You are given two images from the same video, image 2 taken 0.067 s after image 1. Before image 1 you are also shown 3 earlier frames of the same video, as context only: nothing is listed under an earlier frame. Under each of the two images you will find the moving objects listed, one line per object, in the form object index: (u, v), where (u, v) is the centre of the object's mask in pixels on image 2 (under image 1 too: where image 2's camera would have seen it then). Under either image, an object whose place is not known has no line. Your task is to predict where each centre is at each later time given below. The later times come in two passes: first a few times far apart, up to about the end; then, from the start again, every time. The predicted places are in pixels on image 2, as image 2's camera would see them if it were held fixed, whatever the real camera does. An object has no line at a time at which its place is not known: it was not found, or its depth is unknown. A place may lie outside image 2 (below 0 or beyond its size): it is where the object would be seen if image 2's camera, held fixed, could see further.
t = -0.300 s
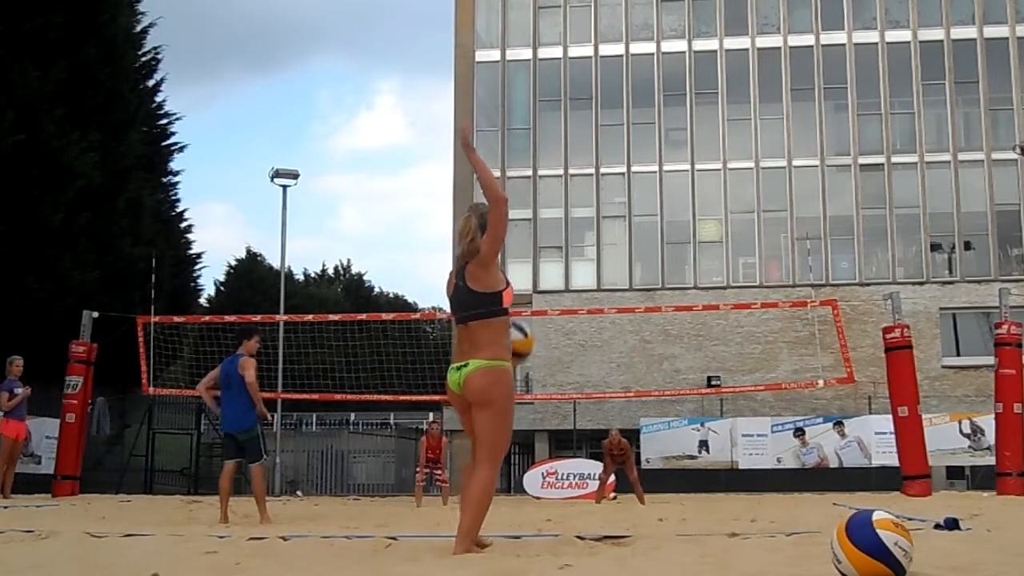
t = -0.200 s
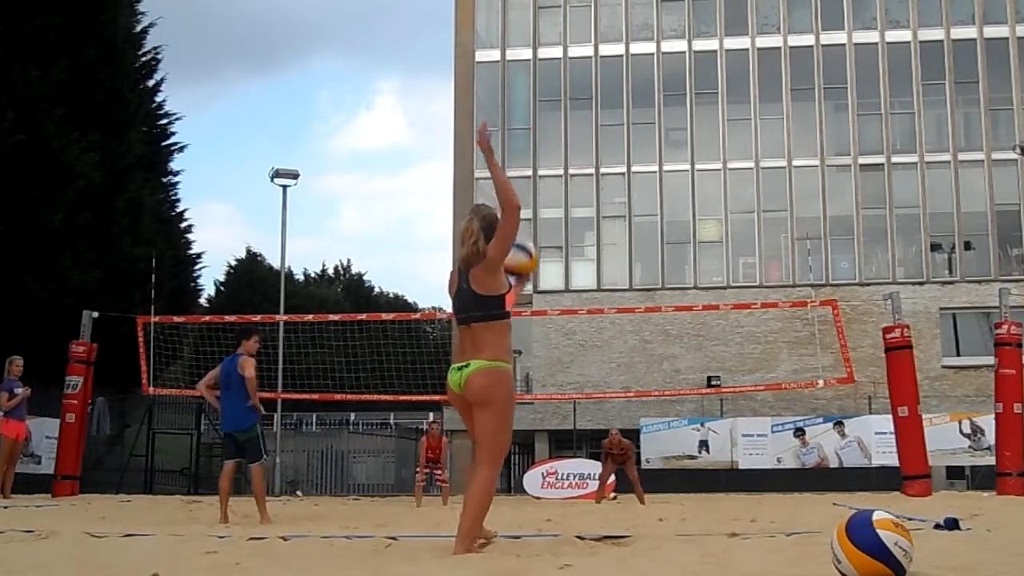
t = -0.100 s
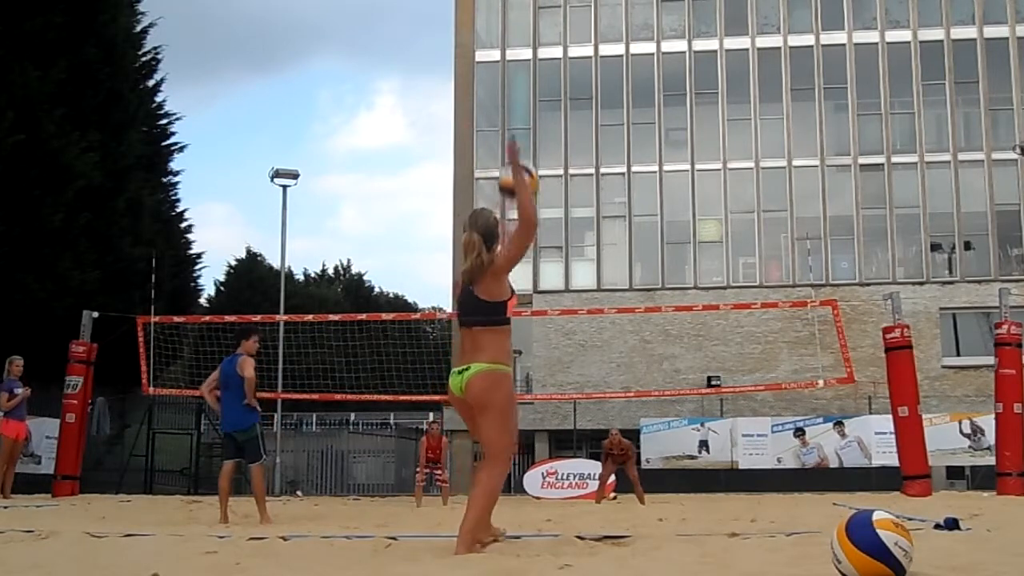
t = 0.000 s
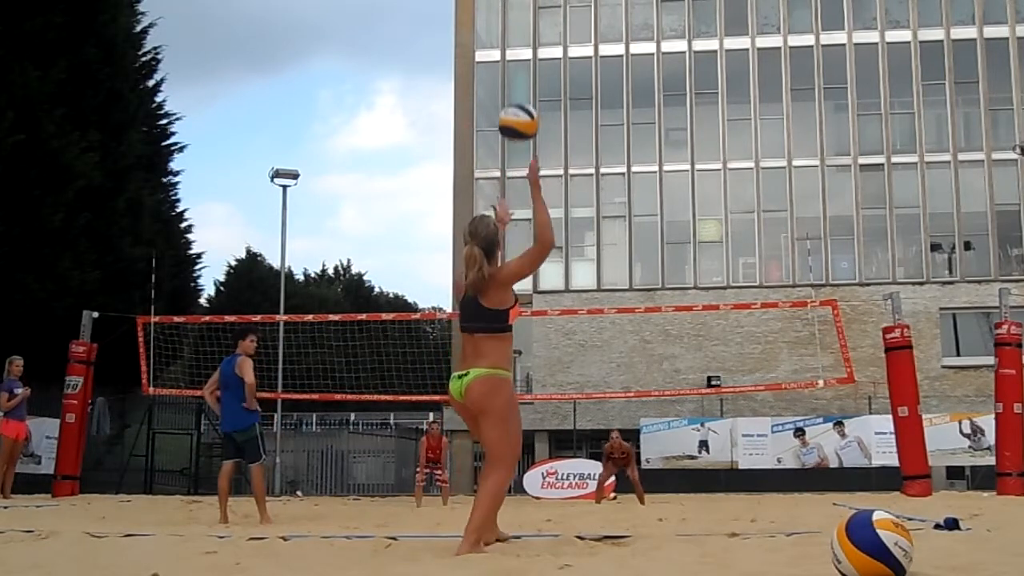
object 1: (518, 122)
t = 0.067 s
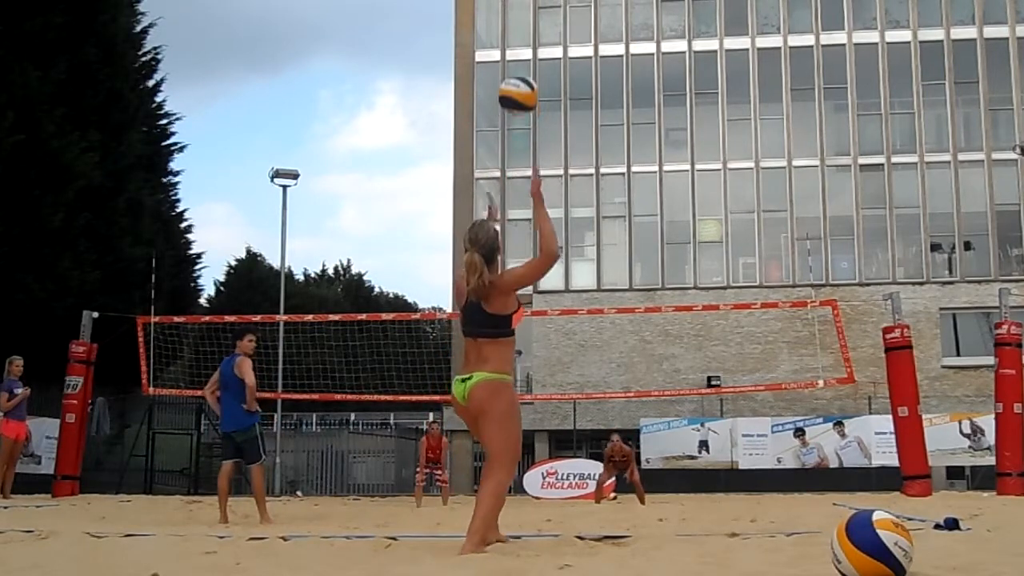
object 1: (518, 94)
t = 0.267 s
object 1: (519, 61)
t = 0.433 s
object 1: (519, 85)
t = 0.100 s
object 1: (518, 83)
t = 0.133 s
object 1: (518, 75)
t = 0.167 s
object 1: (518, 69)
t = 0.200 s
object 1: (519, 65)
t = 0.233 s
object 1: (519, 62)
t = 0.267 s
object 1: (519, 61)
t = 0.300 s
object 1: (519, 62)
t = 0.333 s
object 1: (519, 65)
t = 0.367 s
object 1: (519, 70)
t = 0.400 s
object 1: (519, 77)
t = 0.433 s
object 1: (519, 85)
